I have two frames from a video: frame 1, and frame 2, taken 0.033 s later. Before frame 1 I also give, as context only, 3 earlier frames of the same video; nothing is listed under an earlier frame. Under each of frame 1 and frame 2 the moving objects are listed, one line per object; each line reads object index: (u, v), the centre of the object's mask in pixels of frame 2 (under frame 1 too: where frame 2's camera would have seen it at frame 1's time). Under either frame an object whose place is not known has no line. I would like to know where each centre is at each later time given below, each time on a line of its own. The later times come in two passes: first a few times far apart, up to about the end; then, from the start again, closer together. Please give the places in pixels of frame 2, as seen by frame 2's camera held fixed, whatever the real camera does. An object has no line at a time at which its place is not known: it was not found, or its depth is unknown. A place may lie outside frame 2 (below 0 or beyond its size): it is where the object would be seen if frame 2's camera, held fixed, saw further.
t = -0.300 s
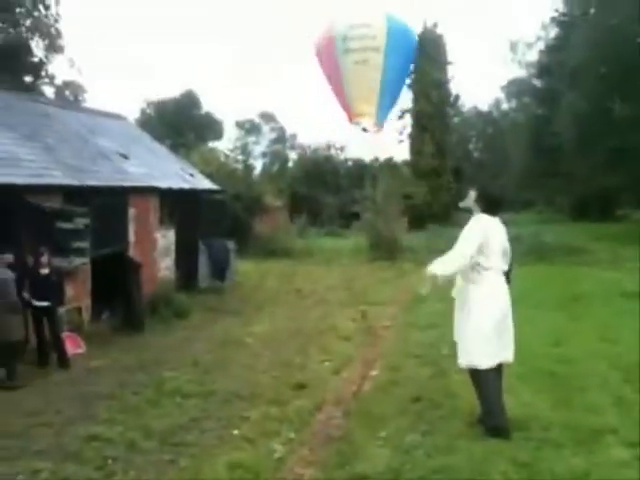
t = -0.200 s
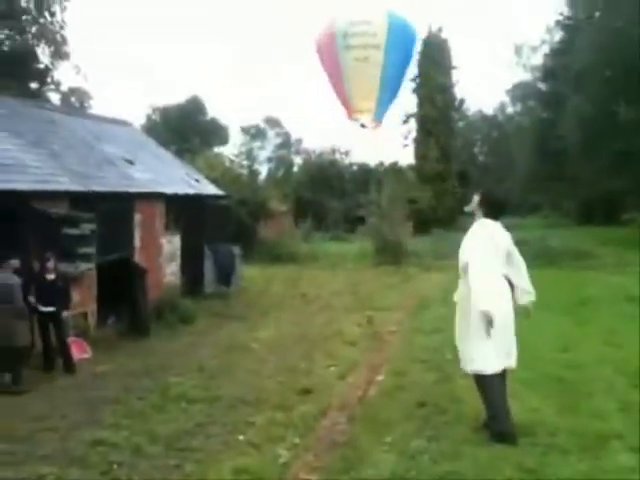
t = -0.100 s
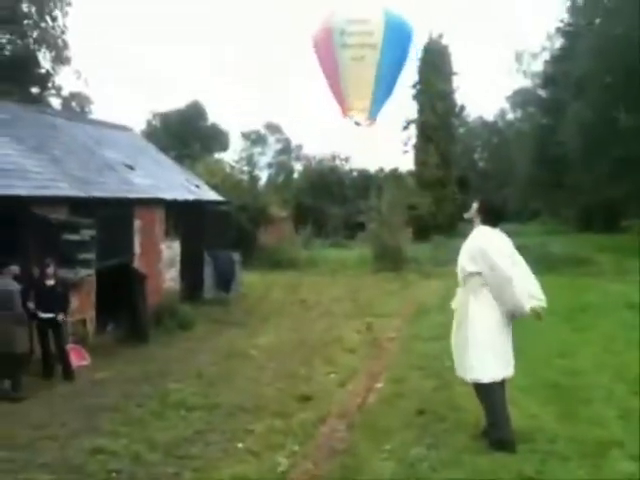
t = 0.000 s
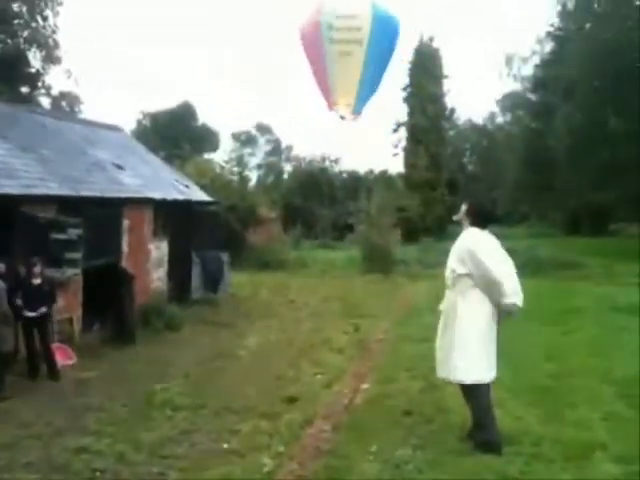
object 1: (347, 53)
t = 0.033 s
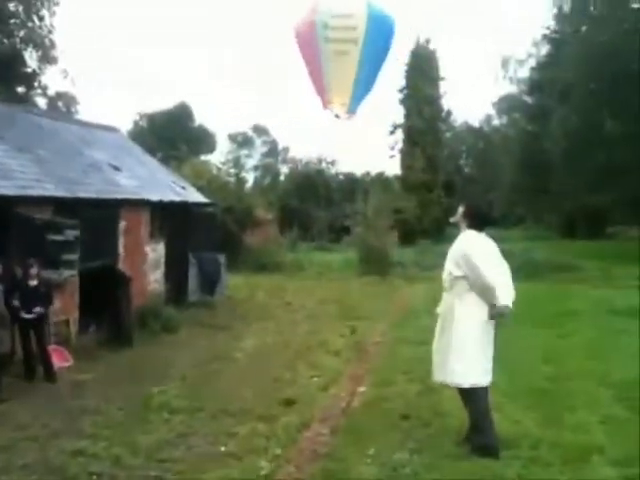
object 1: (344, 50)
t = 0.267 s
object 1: (334, 32)
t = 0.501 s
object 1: (325, 18)
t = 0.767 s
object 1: (315, 5)
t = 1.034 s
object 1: (305, -4)
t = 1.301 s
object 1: (293, -20)
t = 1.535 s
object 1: (287, -35)
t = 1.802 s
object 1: (269, -44)
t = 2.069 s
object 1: (263, -59)
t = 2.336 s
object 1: (252, -54)
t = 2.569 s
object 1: (232, -74)
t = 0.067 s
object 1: (342, 47)
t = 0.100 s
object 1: (341, 45)
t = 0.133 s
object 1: (340, 42)
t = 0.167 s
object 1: (338, 39)
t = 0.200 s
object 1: (336, 36)
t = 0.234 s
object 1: (335, 34)
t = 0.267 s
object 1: (334, 32)
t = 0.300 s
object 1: (333, 30)
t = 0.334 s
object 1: (332, 28)
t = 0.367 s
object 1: (330, 26)
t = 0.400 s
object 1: (329, 23)
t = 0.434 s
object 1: (327, 21)
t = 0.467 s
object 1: (326, 20)
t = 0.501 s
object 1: (325, 18)
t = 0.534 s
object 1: (323, 15)
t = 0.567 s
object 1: (322, 13)
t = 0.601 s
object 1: (321, 10)
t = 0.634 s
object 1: (320, 8)
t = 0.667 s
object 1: (319, 7)
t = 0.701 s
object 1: (318, 6)
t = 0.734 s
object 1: (317, 5)
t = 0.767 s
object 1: (315, 5)
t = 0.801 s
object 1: (314, 4)
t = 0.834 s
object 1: (313, 4)
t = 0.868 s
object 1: (312, 3)
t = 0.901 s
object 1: (311, 3)
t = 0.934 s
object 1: (309, 2)
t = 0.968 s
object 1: (308, 0)
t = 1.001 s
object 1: (307, -3)
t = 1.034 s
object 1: (305, -4)
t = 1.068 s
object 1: (303, -5)
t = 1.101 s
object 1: (301, -7)
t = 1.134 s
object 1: (300, -9)
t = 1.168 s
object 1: (299, -12)
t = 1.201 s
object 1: (298, -14)
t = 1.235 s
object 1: (296, -15)
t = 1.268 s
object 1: (295, -18)
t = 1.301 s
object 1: (293, -20)
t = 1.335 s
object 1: (292, -23)
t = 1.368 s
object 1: (291, -25)
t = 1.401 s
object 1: (290, -28)
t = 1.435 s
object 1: (288, -31)
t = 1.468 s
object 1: (286, -32)
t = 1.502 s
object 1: (286, -34)
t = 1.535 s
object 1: (287, -35)
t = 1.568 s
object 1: (285, -37)
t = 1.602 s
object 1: (283, -40)
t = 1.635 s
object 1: (282, -40)
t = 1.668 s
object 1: (281, -36)
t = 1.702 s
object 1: (277, -34)
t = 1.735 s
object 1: (272, -36)
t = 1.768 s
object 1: (270, -42)
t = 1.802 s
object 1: (269, -44)
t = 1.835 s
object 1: (267, -45)
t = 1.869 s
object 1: (267, -47)
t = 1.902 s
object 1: (269, -48)
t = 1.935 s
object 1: (269, -49)
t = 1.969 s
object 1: (269, -52)
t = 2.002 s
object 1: (268, -54)
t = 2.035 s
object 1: (266, -56)
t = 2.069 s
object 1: (263, -59)
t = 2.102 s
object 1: (260, -59)
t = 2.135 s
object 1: (258, -59)
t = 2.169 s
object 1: (257, -58)
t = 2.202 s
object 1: (257, -57)
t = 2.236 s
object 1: (256, -52)
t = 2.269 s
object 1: (254, -50)
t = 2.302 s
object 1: (254, -52)
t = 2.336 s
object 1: (252, -54)
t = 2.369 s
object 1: (251, -54)
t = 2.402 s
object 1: (254, -55)
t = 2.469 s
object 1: (256, -60)
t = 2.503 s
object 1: (246, -69)
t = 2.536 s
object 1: (237, -73)
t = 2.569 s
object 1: (232, -74)
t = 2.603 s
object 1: (228, -81)
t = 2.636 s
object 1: (225, -90)
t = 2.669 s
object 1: (230, -88)
